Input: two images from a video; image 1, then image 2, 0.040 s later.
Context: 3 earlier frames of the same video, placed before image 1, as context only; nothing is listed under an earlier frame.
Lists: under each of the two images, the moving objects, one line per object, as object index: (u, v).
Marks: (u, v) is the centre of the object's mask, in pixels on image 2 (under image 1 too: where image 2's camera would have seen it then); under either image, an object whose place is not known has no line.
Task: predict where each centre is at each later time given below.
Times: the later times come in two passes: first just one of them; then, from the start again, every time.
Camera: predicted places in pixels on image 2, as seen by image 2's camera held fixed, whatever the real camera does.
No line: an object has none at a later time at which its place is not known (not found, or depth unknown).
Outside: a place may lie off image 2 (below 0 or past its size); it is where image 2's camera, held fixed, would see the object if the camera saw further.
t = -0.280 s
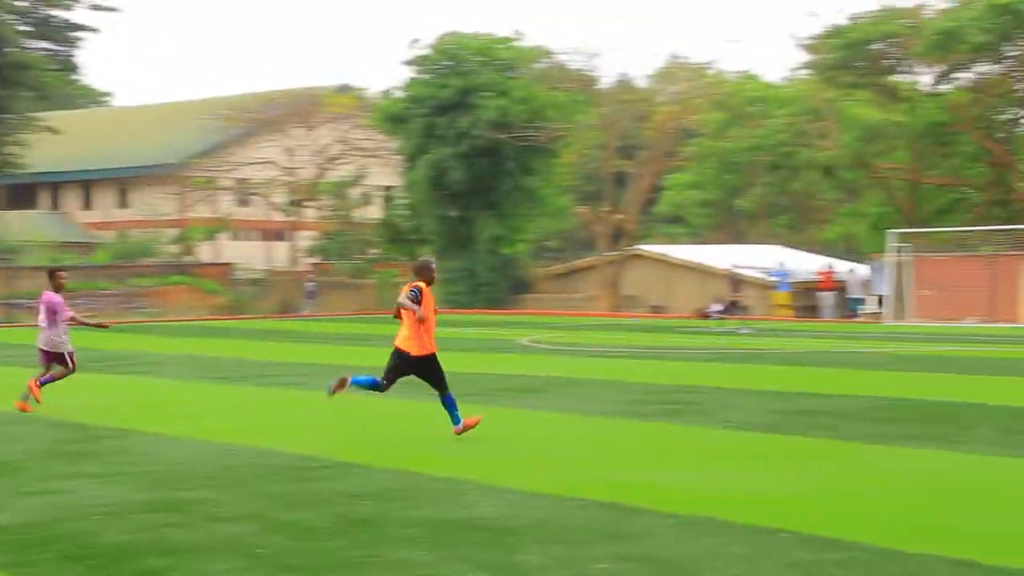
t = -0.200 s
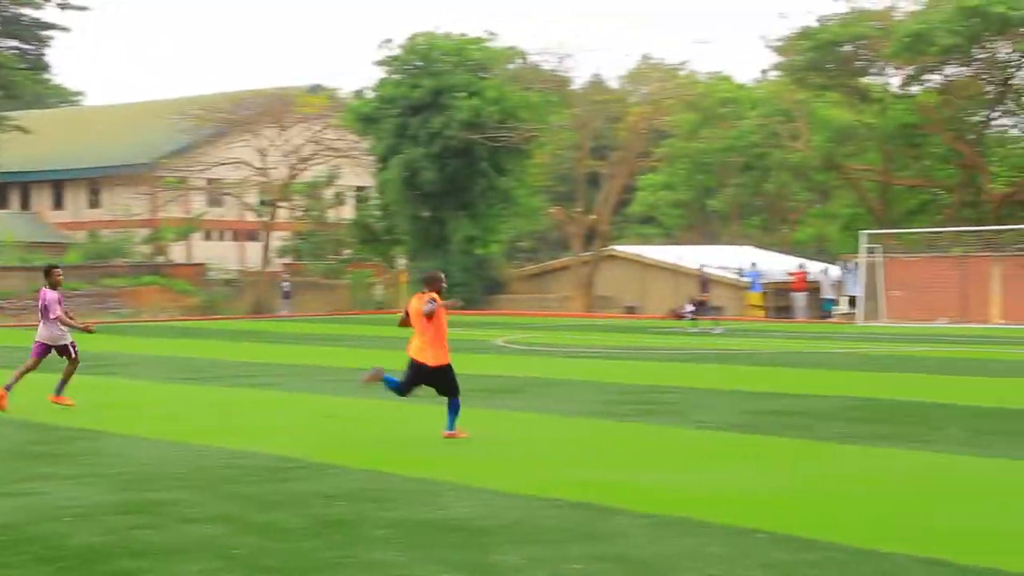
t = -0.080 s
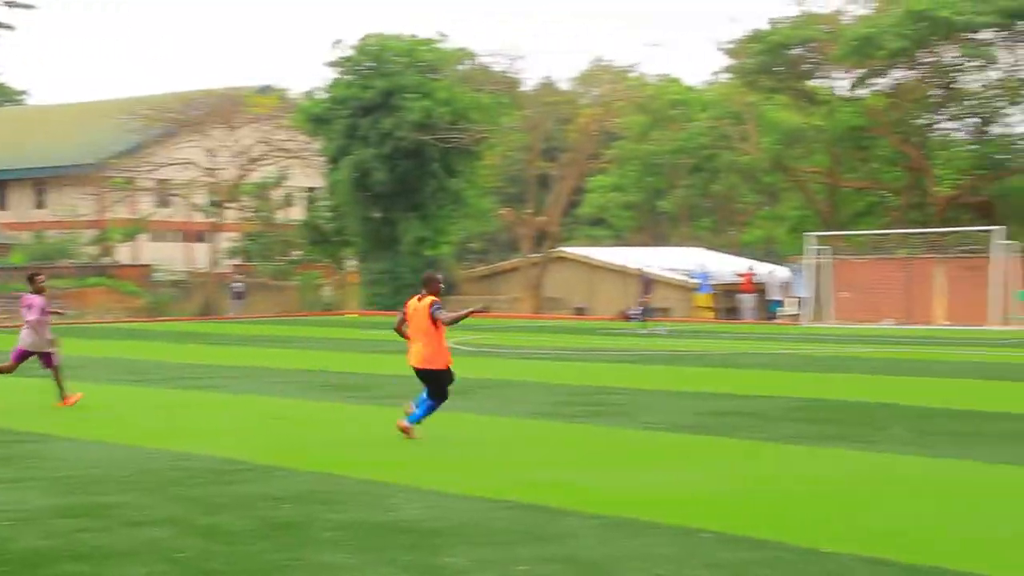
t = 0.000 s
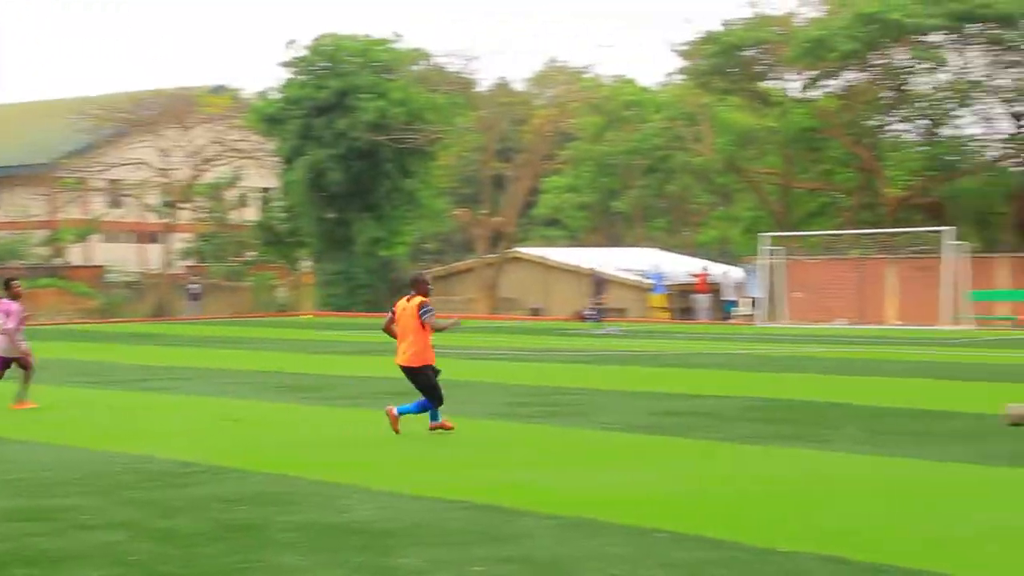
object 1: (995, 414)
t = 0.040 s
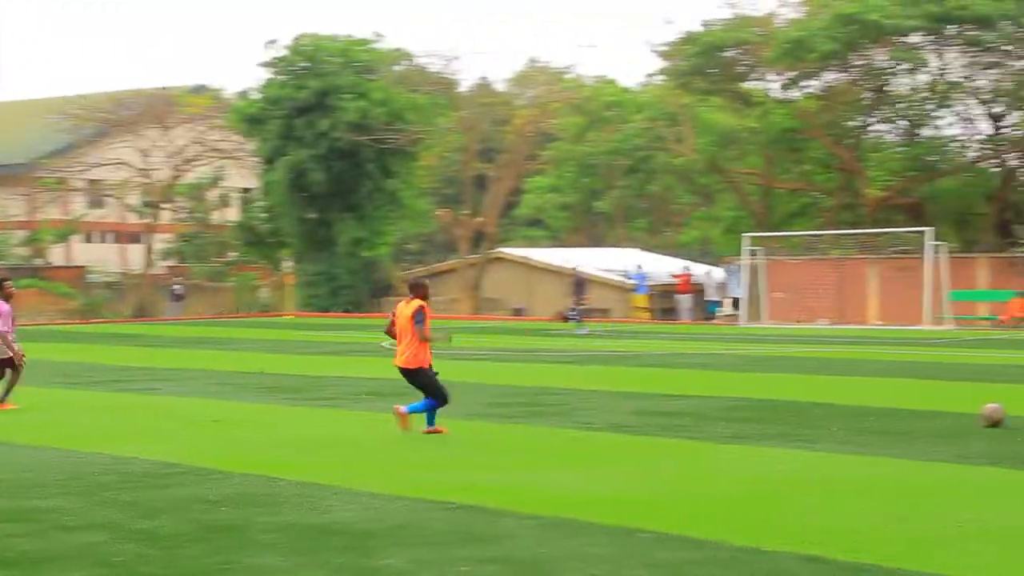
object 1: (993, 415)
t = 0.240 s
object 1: (978, 424)
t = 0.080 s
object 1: (988, 417)
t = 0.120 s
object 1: (984, 420)
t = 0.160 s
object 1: (982, 422)
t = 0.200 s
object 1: (980, 422)
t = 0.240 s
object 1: (978, 424)
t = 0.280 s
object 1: (976, 426)
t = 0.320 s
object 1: (975, 426)
